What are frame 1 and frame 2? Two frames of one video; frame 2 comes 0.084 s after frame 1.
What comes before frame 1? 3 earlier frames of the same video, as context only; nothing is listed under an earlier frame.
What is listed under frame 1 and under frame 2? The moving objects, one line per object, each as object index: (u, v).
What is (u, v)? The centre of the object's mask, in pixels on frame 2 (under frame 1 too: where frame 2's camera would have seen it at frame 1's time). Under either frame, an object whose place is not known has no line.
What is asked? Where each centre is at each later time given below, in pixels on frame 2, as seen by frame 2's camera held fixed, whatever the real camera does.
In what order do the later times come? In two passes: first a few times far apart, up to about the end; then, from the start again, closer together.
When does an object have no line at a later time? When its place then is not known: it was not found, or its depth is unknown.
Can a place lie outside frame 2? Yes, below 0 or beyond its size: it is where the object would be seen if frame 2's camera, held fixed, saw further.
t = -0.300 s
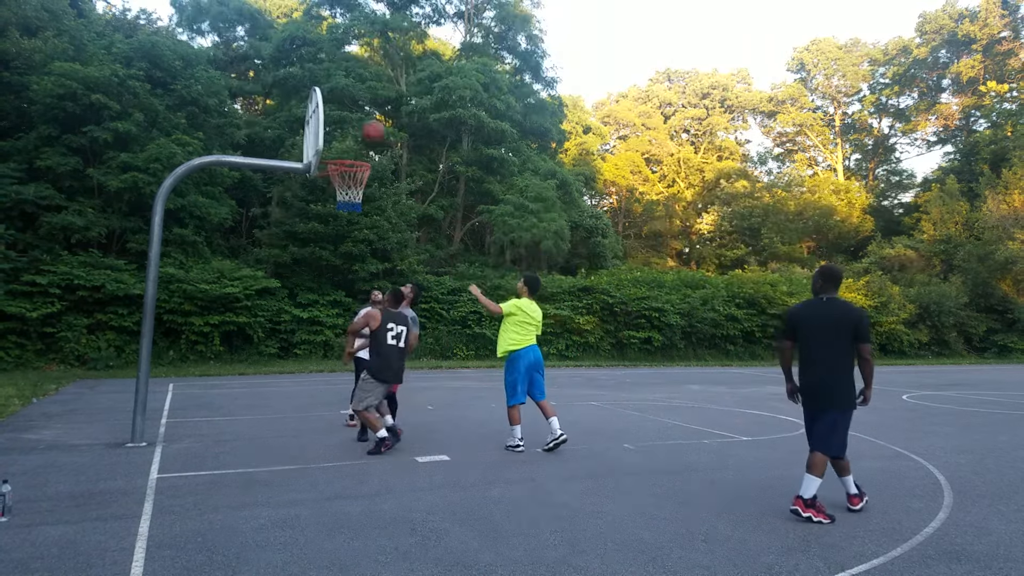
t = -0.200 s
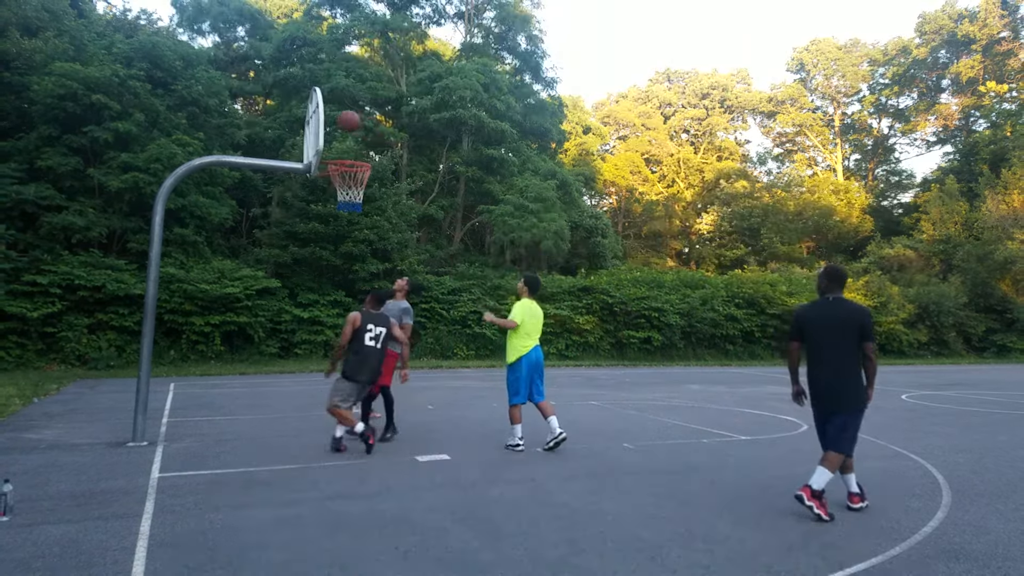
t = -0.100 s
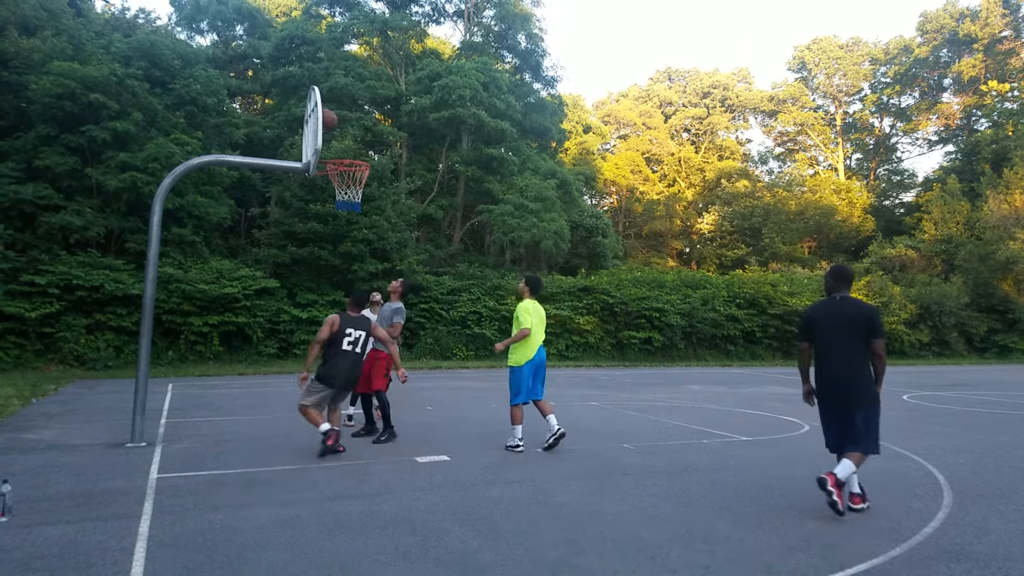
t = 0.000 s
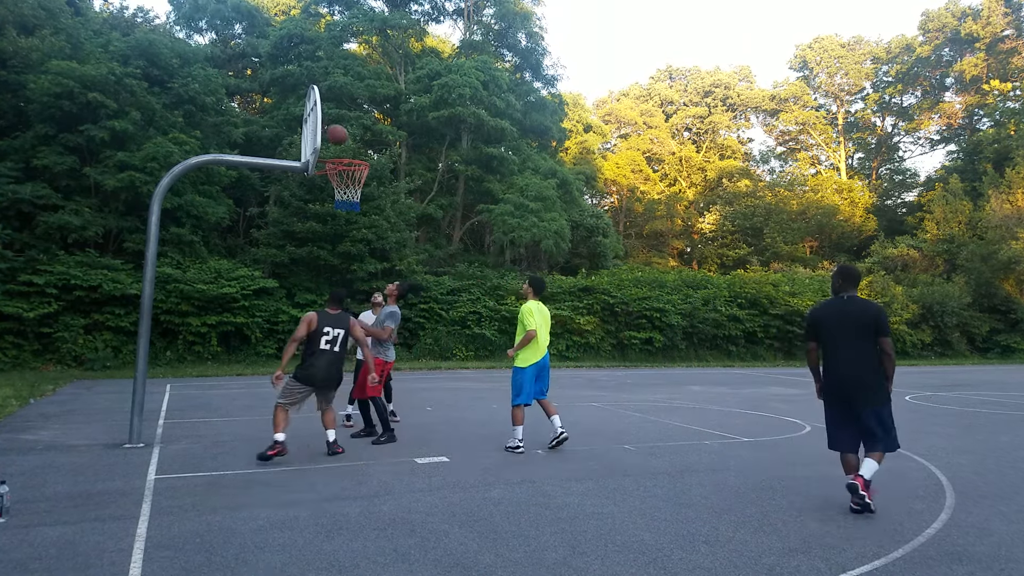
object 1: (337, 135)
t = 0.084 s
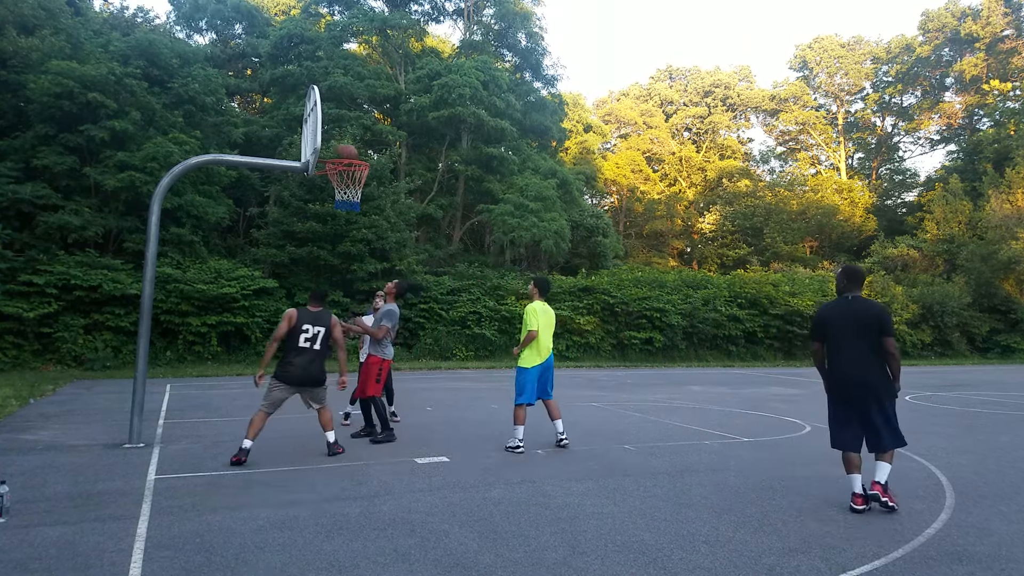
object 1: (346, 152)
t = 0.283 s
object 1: (368, 137)
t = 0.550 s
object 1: (395, 153)
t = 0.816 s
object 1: (420, 224)
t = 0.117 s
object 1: (350, 153)
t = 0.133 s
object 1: (351, 151)
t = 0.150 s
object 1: (354, 150)
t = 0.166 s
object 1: (355, 148)
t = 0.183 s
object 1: (357, 145)
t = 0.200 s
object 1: (358, 143)
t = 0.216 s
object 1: (360, 142)
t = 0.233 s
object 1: (362, 140)
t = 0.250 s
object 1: (364, 139)
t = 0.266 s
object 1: (365, 138)
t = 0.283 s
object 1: (368, 137)
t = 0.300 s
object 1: (369, 137)
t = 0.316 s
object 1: (370, 137)
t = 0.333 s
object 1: (372, 136)
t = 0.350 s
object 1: (374, 136)
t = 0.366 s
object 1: (375, 136)
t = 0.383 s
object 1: (377, 136)
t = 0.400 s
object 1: (380, 137)
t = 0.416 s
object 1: (381, 137)
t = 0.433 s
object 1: (383, 138)
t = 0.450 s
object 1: (384, 140)
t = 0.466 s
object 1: (386, 142)
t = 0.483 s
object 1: (388, 143)
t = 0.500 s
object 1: (390, 145)
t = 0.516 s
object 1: (391, 148)
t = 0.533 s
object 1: (393, 151)
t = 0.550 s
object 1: (395, 153)
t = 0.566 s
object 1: (396, 156)
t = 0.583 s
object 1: (398, 159)
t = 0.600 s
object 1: (400, 162)
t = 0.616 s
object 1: (401, 166)
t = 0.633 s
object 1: (403, 170)
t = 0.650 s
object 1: (404, 174)
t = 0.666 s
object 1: (406, 178)
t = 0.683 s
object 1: (408, 183)
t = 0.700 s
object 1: (409, 187)
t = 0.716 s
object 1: (410, 192)
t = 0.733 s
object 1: (412, 197)
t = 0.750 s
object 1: (414, 202)
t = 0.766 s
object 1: (415, 207)
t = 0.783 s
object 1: (417, 213)
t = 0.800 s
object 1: (418, 219)
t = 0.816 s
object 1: (420, 224)
